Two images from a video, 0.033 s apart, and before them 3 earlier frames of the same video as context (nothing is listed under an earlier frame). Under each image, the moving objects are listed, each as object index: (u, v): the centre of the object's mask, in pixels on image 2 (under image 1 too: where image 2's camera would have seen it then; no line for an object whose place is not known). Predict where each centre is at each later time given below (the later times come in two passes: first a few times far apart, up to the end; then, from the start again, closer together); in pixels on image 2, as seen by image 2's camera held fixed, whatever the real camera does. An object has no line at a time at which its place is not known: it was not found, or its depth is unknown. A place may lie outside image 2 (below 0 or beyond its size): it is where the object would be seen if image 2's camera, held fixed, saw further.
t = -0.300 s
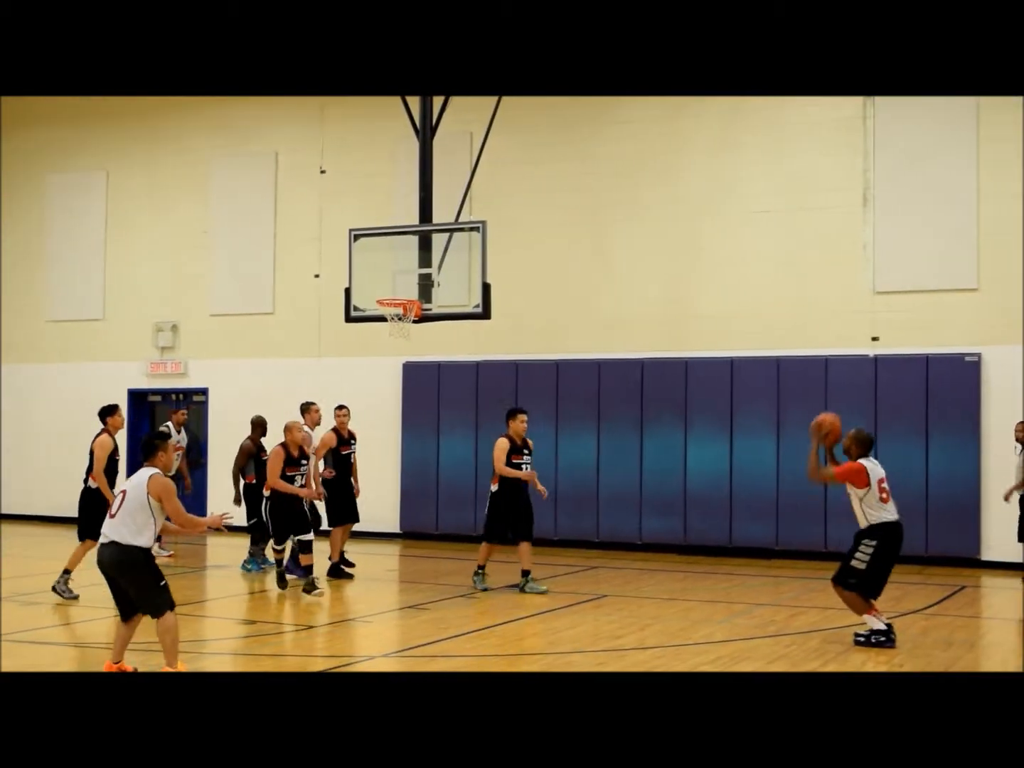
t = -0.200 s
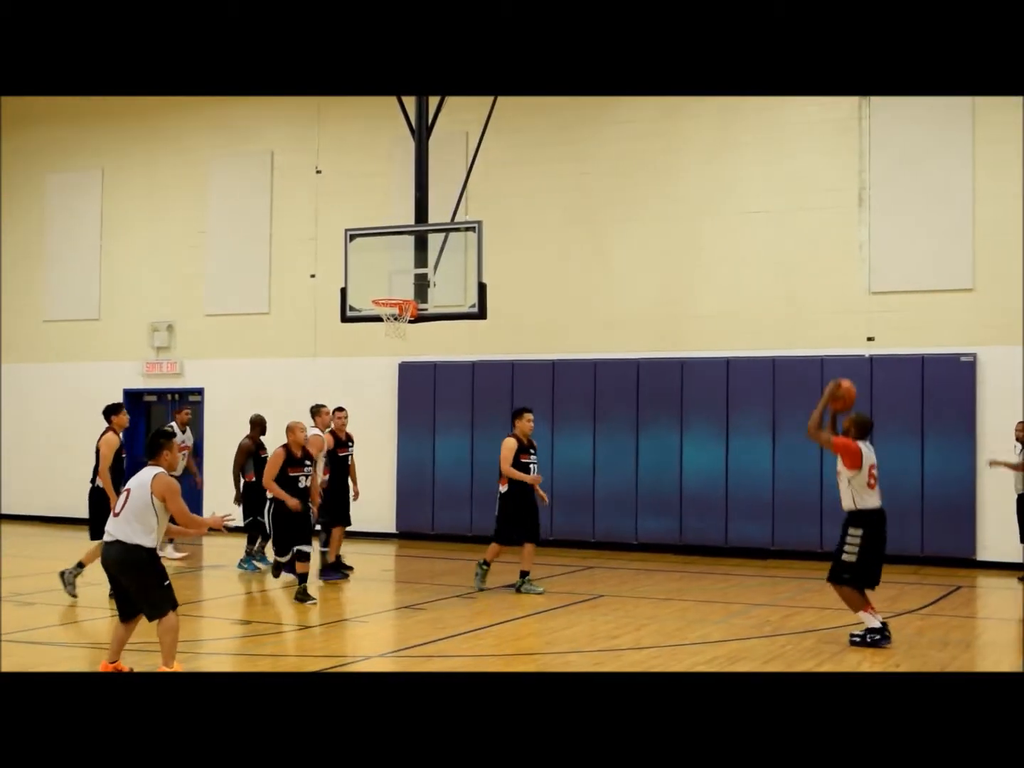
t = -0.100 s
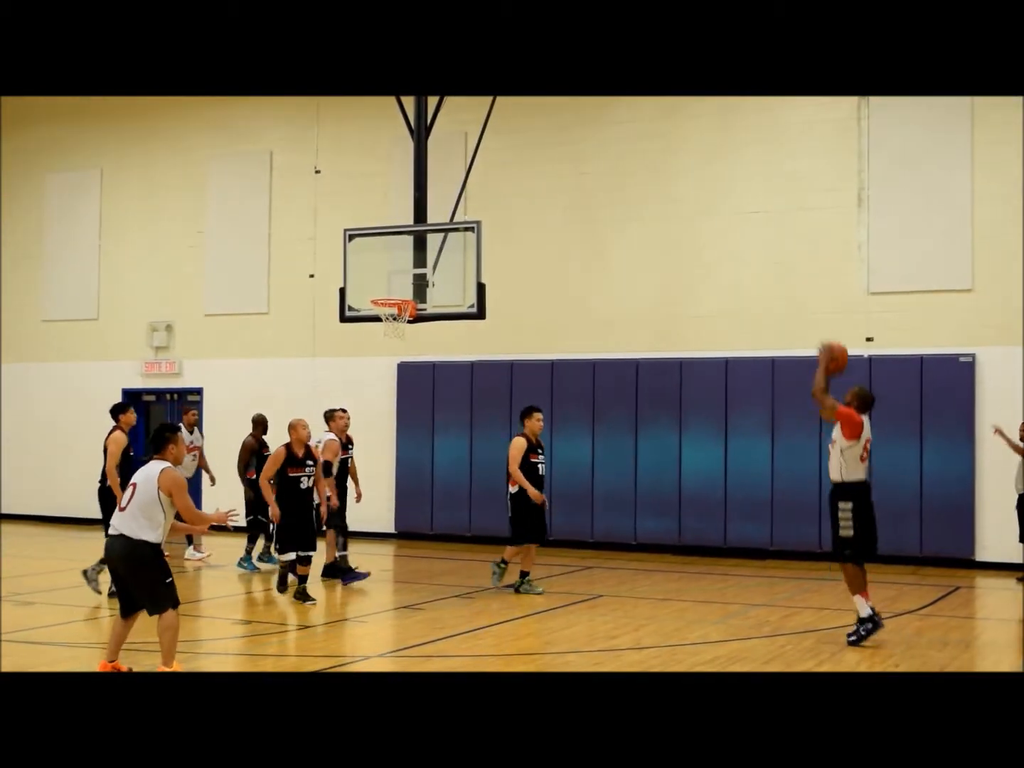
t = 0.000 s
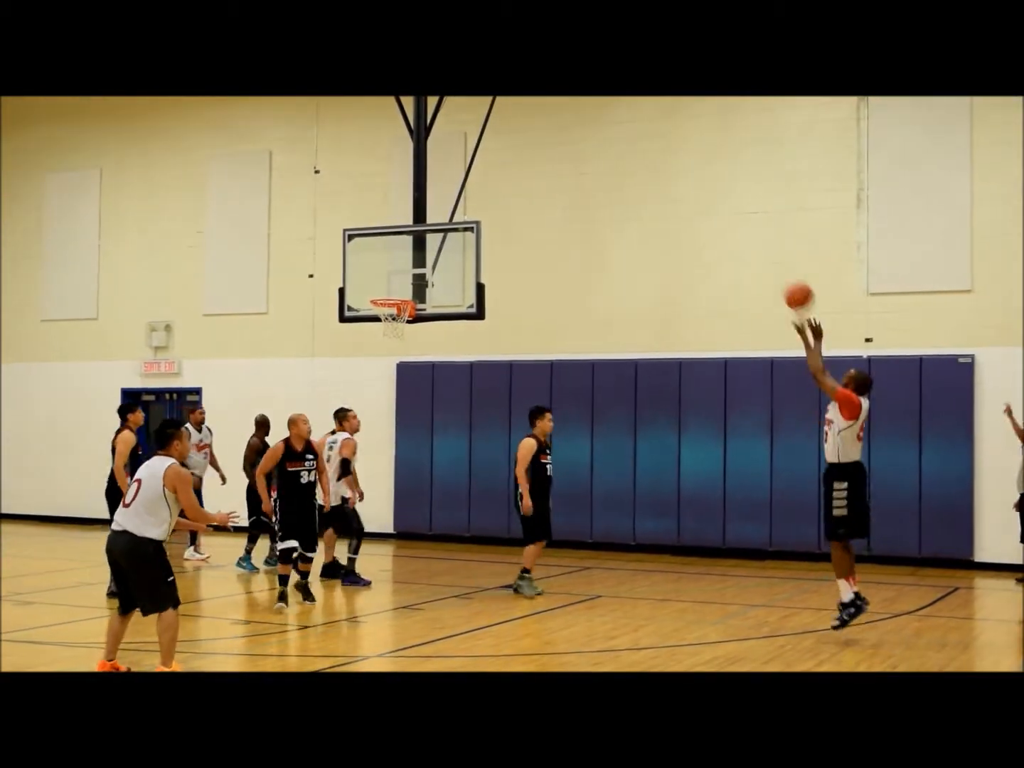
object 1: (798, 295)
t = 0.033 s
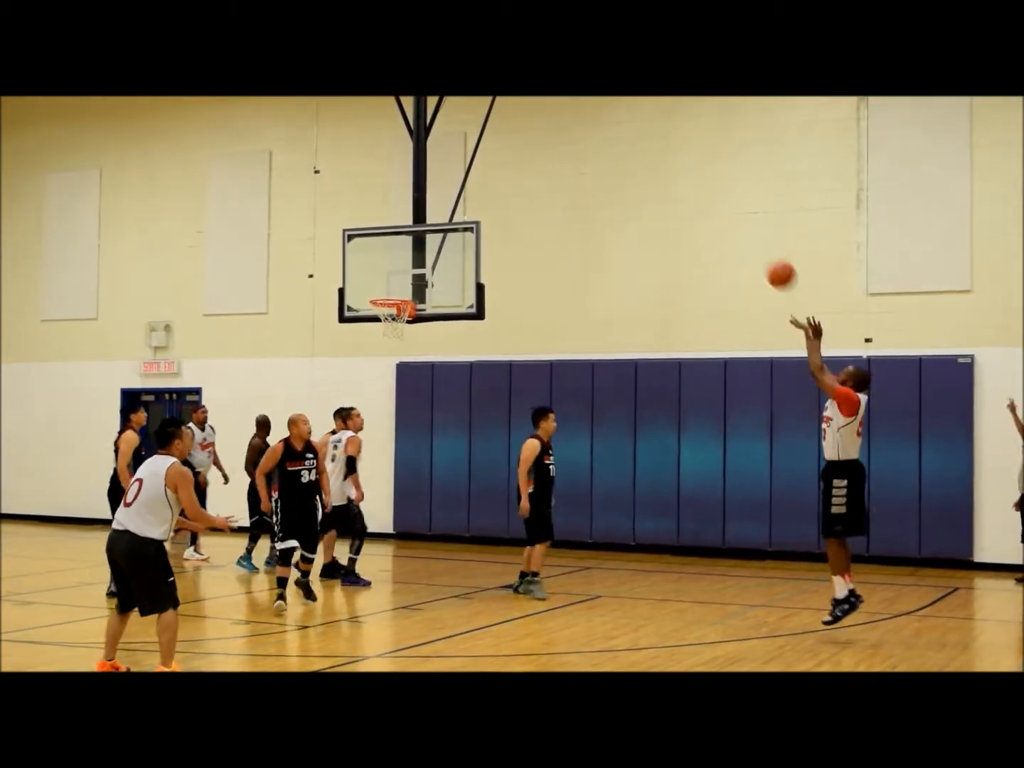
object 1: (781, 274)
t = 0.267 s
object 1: (673, 172)
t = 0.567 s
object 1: (558, 141)
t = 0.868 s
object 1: (464, 195)
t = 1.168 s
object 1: (393, 310)
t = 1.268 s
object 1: (384, 345)
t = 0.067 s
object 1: (764, 254)
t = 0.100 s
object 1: (748, 236)
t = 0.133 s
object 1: (732, 220)
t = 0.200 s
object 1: (702, 193)
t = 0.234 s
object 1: (687, 181)
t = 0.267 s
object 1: (673, 172)
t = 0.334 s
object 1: (645, 156)
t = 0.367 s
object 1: (632, 150)
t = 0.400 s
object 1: (619, 146)
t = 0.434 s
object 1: (607, 142)
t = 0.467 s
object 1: (595, 140)
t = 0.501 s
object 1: (582, 139)
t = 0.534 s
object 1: (570, 139)
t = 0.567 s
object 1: (558, 141)
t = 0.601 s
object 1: (547, 143)
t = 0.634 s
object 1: (536, 146)
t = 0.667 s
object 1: (525, 150)
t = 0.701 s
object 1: (515, 156)
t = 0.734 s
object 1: (504, 162)
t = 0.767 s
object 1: (494, 169)
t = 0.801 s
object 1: (484, 177)
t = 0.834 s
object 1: (474, 185)
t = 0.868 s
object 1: (464, 195)
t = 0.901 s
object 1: (455, 205)
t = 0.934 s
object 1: (445, 216)
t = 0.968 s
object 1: (436, 228)
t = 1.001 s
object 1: (426, 241)
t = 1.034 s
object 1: (417, 254)
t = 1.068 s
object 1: (409, 269)
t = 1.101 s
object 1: (401, 283)
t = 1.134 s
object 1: (392, 298)
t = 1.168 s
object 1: (393, 310)
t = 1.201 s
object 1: (386, 323)
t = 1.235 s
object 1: (385, 334)
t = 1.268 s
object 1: (384, 345)
